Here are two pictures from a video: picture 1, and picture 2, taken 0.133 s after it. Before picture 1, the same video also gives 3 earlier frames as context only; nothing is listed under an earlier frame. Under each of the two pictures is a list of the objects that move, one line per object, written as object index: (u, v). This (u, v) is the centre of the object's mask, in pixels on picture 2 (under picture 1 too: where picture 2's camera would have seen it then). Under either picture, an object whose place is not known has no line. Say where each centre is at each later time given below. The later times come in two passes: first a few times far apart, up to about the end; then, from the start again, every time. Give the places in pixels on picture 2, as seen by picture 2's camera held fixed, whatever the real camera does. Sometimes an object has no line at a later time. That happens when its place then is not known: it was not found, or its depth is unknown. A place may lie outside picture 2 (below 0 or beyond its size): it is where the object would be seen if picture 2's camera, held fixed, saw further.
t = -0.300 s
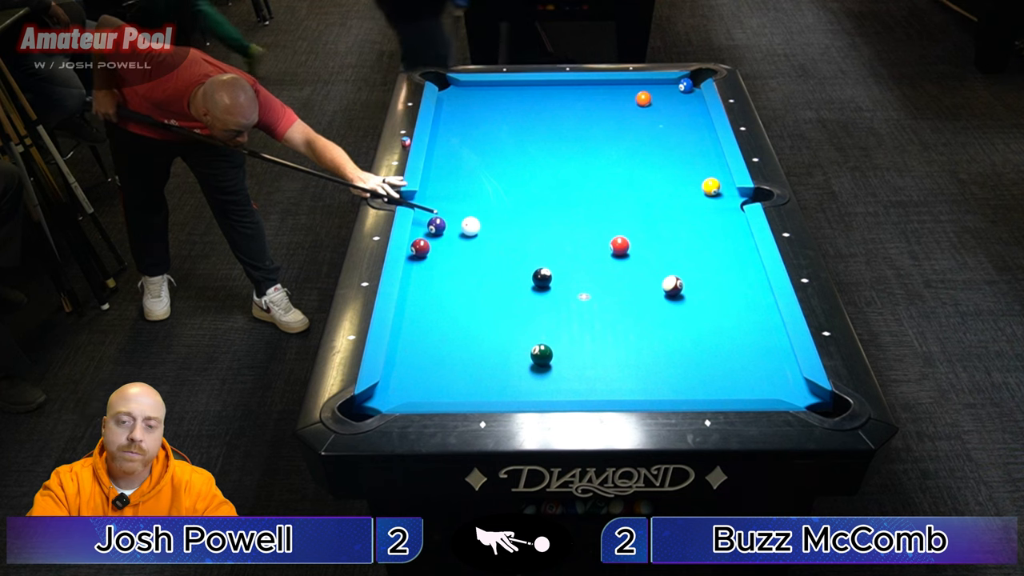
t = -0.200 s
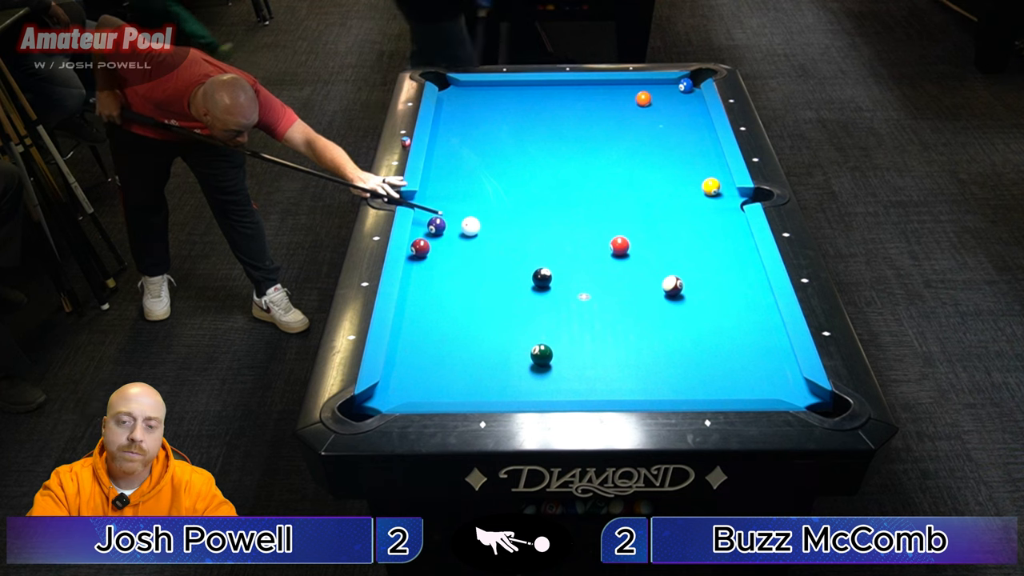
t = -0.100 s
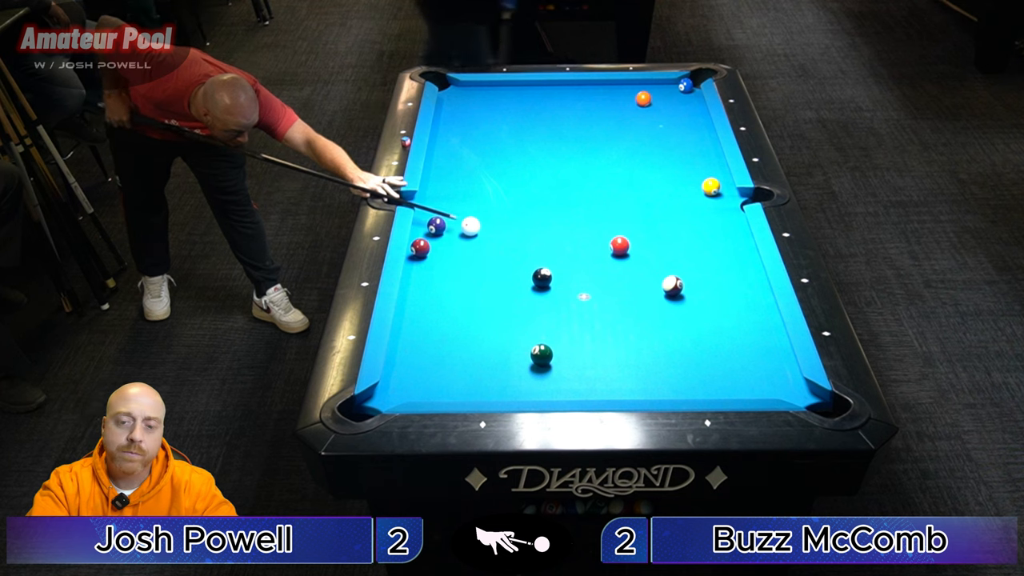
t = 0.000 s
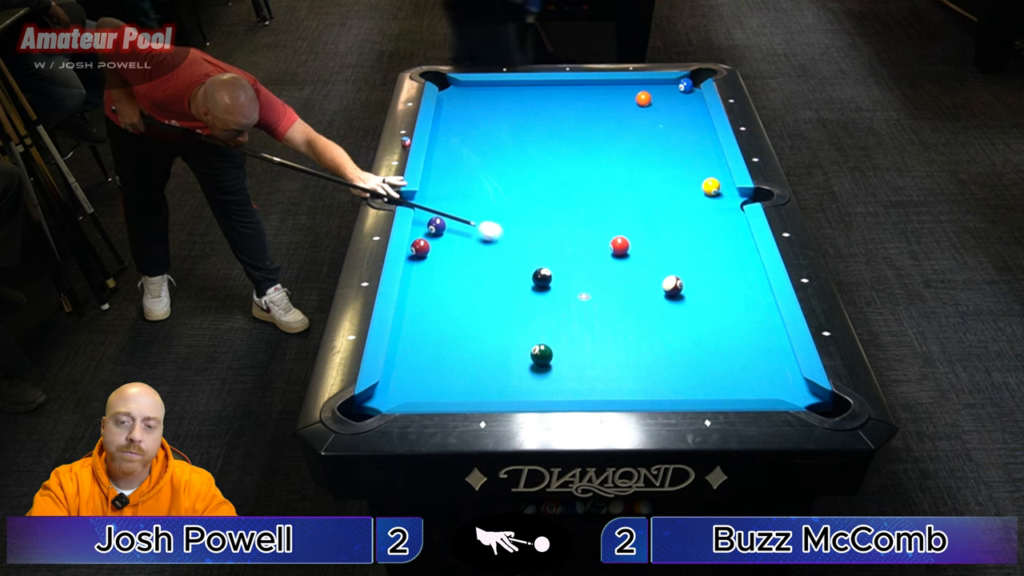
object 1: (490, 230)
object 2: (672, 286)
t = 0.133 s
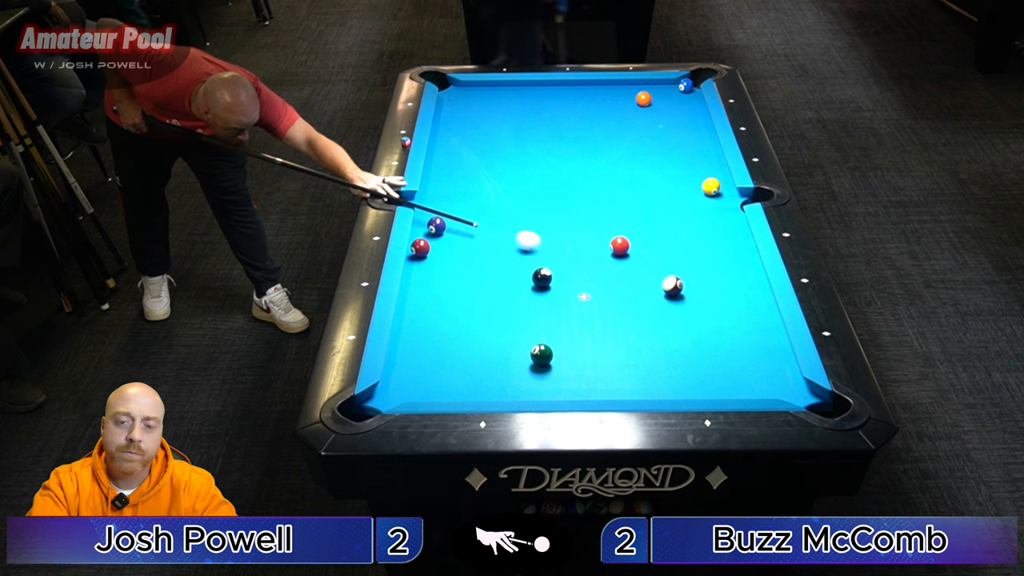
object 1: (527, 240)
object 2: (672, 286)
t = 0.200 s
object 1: (547, 245)
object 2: (672, 286)
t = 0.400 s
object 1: (605, 260)
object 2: (672, 286)
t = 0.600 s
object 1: (664, 272)
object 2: (673, 286)
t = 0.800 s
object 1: (705, 272)
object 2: (693, 305)
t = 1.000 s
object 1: (745, 269)
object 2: (710, 320)
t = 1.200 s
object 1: (735, 268)
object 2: (728, 337)
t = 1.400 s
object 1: (711, 265)
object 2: (746, 353)
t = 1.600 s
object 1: (688, 263)
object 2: (764, 370)
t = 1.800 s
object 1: (666, 262)
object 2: (783, 386)
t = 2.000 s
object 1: (646, 260)
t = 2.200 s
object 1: (627, 258)
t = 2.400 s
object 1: (609, 257)
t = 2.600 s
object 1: (592, 255)
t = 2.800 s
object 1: (576, 254)
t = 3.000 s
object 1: (561, 253)
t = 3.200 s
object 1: (548, 252)
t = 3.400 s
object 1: (535, 251)
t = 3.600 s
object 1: (524, 250)
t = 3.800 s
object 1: (514, 250)
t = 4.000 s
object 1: (505, 249)
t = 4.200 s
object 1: (496, 249)
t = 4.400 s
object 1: (489, 249)
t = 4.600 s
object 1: (483, 248)
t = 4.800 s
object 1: (478, 248)
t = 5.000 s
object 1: (474, 248)
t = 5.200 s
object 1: (471, 248)
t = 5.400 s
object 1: (468, 247)
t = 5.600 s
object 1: (467, 248)
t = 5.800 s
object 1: (466, 248)
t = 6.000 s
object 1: (466, 248)
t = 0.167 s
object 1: (537, 243)
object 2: (672, 286)
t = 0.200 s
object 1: (547, 245)
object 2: (672, 286)
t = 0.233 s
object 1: (556, 248)
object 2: (672, 286)
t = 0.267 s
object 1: (566, 250)
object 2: (672, 286)
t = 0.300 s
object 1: (576, 253)
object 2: (672, 286)
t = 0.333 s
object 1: (586, 255)
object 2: (672, 286)
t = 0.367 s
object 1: (596, 258)
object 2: (672, 286)
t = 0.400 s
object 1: (605, 260)
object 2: (672, 286)
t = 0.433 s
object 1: (615, 263)
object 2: (672, 286)
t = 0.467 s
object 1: (626, 266)
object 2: (672, 286)
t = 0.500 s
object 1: (636, 268)
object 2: (672, 286)
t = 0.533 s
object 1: (646, 271)
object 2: (672, 286)
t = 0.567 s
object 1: (656, 273)
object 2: (672, 286)
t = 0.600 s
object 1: (664, 272)
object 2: (673, 286)
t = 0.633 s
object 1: (671, 272)
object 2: (677, 290)
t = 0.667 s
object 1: (678, 272)
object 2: (680, 293)
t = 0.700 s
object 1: (685, 273)
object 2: (683, 296)
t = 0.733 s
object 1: (692, 273)
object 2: (686, 299)
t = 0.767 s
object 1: (698, 272)
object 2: (689, 302)
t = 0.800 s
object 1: (705, 272)
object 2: (693, 305)
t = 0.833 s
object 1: (712, 271)
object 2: (696, 308)
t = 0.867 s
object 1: (719, 271)
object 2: (699, 310)
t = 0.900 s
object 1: (725, 271)
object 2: (701, 313)
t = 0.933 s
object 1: (732, 270)
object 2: (704, 316)
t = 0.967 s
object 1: (738, 270)
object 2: (707, 318)
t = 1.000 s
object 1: (745, 269)
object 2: (710, 320)
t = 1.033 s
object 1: (752, 269)
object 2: (713, 323)
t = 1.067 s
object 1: (752, 269)
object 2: (716, 325)
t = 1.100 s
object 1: (748, 269)
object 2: (719, 329)
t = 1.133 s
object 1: (743, 268)
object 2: (722, 332)
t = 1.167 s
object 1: (739, 268)
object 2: (725, 334)
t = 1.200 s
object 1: (735, 268)
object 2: (728, 337)
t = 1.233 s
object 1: (731, 267)
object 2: (732, 340)
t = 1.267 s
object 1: (727, 267)
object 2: (734, 343)
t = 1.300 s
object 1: (723, 266)
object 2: (737, 345)
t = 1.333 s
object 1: (719, 266)
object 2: (740, 348)
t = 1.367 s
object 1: (715, 266)
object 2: (743, 350)
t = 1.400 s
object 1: (711, 265)
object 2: (746, 353)
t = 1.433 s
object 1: (707, 265)
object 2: (749, 355)
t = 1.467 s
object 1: (703, 265)
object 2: (752, 358)
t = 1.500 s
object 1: (699, 265)
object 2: (755, 360)
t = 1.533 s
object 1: (695, 264)
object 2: (758, 363)
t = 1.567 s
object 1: (691, 264)
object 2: (761, 367)
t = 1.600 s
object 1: (688, 263)
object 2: (764, 370)
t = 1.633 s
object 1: (684, 263)
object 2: (767, 372)
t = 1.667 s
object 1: (680, 263)
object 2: (770, 375)
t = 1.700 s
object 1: (677, 262)
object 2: (774, 378)
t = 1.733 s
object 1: (673, 262)
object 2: (777, 381)
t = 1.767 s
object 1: (670, 262)
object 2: (780, 383)
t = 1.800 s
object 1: (666, 262)
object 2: (783, 386)
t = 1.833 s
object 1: (663, 261)
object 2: (785, 388)
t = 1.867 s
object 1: (659, 261)
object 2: (789, 390)
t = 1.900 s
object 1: (656, 261)
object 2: (792, 393)
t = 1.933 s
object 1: (653, 261)
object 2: (795, 395)
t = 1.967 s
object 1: (649, 260)
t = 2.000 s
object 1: (646, 260)
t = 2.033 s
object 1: (643, 260)
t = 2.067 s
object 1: (639, 260)
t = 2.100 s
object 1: (636, 259)
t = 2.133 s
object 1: (633, 259)
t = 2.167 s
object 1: (630, 258)
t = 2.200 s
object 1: (627, 258)
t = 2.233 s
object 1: (623, 258)
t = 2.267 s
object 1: (620, 258)
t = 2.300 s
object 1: (618, 257)
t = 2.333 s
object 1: (615, 257)
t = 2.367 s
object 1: (612, 257)
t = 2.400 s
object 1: (609, 257)
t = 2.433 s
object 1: (606, 256)
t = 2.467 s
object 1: (603, 256)
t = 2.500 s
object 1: (600, 256)
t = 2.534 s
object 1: (597, 256)
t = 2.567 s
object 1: (595, 255)
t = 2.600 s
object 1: (592, 255)
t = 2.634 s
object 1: (589, 255)
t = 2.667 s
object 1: (586, 255)
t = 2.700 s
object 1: (584, 255)
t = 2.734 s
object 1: (581, 255)
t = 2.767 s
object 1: (578, 254)
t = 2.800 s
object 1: (576, 254)
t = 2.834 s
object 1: (573, 254)
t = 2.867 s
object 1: (571, 254)
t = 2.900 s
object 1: (569, 253)
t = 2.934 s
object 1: (566, 253)
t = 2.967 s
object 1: (564, 253)
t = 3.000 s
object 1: (561, 253)
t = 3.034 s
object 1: (559, 253)
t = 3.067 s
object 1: (557, 253)
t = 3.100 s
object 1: (554, 252)
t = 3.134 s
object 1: (552, 252)
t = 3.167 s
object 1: (550, 252)
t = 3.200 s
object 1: (548, 252)
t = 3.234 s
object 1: (546, 252)
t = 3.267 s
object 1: (544, 252)
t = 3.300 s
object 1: (542, 252)
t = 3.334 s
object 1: (539, 252)
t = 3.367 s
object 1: (537, 251)
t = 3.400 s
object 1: (535, 251)
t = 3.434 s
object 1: (533, 251)
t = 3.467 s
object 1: (532, 251)
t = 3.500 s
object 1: (530, 251)
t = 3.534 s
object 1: (528, 251)
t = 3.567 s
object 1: (526, 251)
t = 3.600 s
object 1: (524, 250)
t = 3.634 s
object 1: (522, 250)
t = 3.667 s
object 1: (521, 250)
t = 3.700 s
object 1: (519, 250)
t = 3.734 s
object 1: (517, 250)
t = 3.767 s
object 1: (515, 250)
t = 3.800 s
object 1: (514, 250)
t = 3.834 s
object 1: (512, 250)
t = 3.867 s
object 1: (511, 250)
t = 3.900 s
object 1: (509, 249)
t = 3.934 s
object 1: (508, 249)
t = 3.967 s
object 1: (506, 249)
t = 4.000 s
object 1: (505, 249)
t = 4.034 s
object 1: (503, 249)
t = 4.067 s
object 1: (502, 249)
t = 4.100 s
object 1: (501, 249)
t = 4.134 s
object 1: (499, 249)
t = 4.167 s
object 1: (498, 249)
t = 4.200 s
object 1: (496, 249)
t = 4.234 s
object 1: (495, 249)
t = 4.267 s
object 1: (494, 249)
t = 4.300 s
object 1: (493, 249)
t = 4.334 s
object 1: (491, 249)
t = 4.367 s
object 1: (490, 249)
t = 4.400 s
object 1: (489, 249)
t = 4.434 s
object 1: (488, 249)
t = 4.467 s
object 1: (487, 248)
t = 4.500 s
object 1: (486, 248)
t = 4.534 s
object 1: (485, 248)
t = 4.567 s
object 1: (484, 248)
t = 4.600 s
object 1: (483, 248)
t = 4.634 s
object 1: (482, 248)
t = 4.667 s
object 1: (481, 248)
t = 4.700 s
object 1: (480, 248)
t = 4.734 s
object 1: (479, 248)
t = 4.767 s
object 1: (479, 248)
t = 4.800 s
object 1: (478, 248)
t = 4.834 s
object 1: (477, 248)
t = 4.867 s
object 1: (476, 248)
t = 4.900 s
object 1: (476, 248)
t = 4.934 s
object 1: (475, 248)
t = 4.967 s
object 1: (474, 248)
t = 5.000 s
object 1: (474, 248)
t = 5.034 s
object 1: (473, 248)
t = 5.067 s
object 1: (473, 248)
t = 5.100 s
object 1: (472, 248)
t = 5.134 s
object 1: (472, 248)
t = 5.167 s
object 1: (471, 248)
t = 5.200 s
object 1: (471, 248)
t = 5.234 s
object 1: (470, 248)
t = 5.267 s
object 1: (470, 248)
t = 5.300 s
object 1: (470, 247)
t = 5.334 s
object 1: (469, 248)
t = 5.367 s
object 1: (469, 247)
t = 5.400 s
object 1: (468, 247)
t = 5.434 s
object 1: (468, 247)
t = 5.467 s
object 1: (468, 247)
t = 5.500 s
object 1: (468, 248)
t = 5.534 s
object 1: (467, 247)
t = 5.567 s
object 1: (467, 248)
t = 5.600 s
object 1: (467, 248)
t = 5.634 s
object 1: (466, 248)
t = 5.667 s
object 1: (467, 247)
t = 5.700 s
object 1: (466, 248)
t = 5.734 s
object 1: (466, 248)
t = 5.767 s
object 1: (466, 248)
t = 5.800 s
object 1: (466, 248)
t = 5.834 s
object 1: (466, 248)
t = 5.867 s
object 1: (466, 248)
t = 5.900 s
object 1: (466, 248)
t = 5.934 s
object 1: (466, 248)
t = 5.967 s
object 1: (466, 248)
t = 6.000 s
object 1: (466, 248)
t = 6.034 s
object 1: (466, 248)
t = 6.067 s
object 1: (466, 248)
